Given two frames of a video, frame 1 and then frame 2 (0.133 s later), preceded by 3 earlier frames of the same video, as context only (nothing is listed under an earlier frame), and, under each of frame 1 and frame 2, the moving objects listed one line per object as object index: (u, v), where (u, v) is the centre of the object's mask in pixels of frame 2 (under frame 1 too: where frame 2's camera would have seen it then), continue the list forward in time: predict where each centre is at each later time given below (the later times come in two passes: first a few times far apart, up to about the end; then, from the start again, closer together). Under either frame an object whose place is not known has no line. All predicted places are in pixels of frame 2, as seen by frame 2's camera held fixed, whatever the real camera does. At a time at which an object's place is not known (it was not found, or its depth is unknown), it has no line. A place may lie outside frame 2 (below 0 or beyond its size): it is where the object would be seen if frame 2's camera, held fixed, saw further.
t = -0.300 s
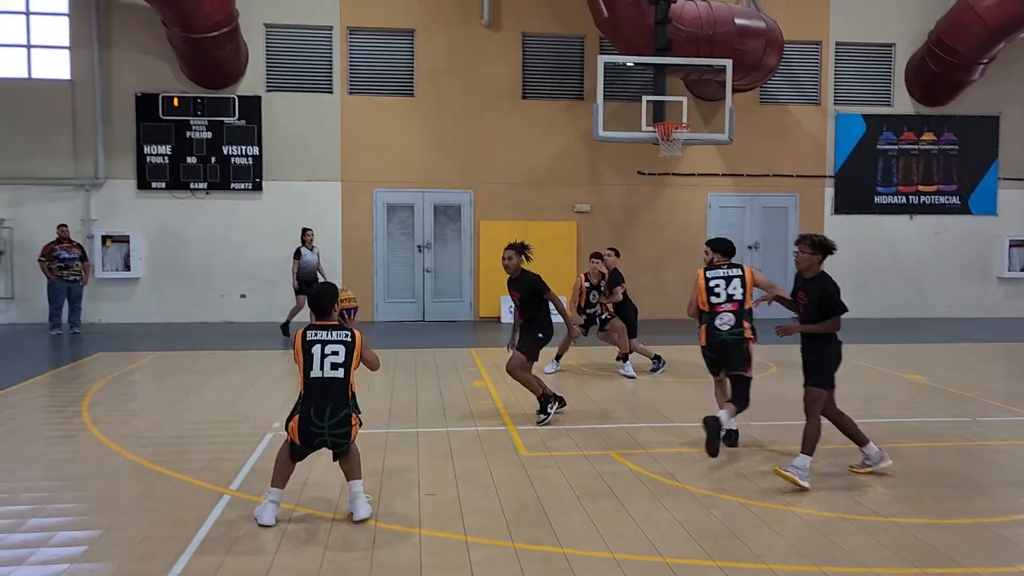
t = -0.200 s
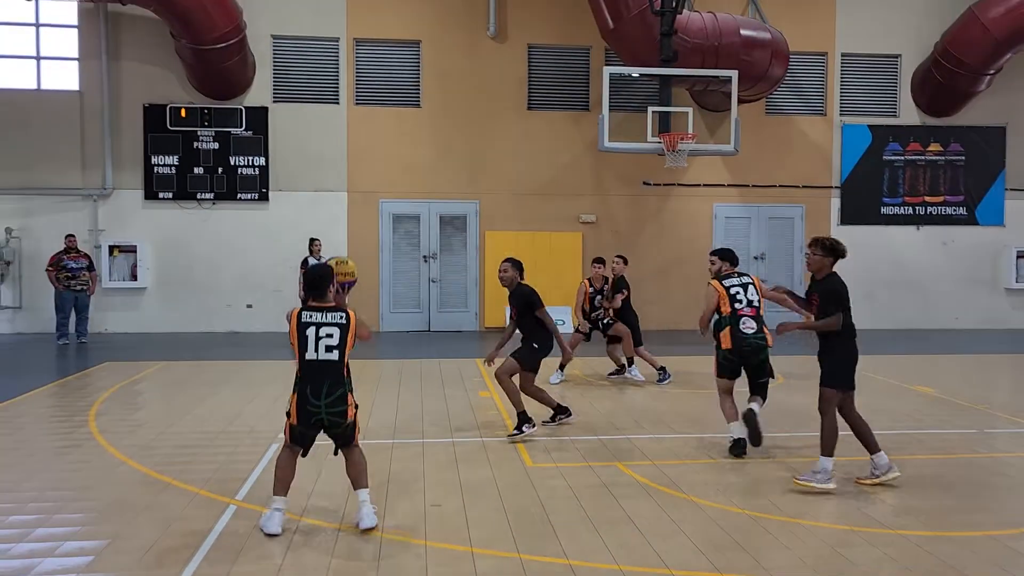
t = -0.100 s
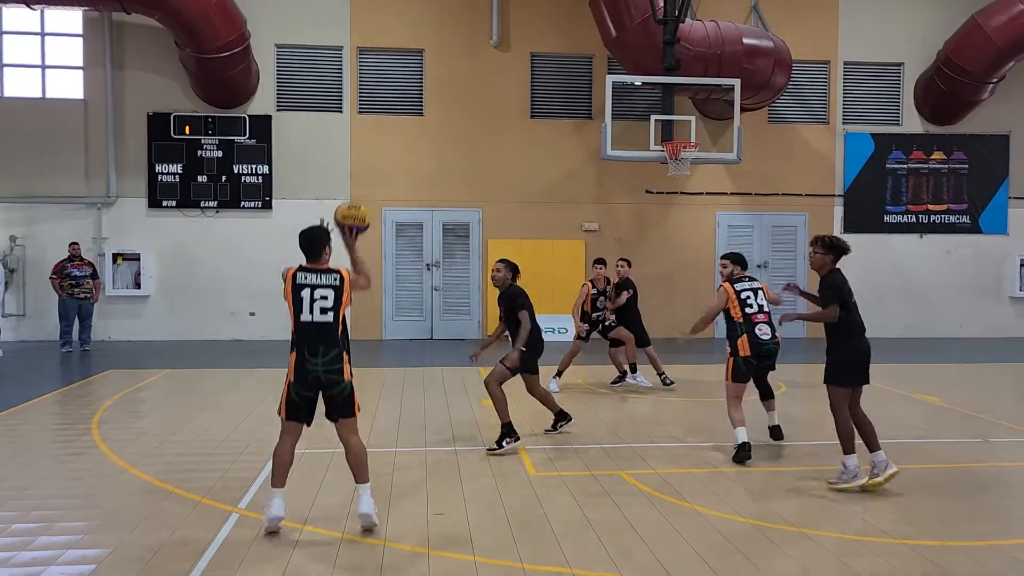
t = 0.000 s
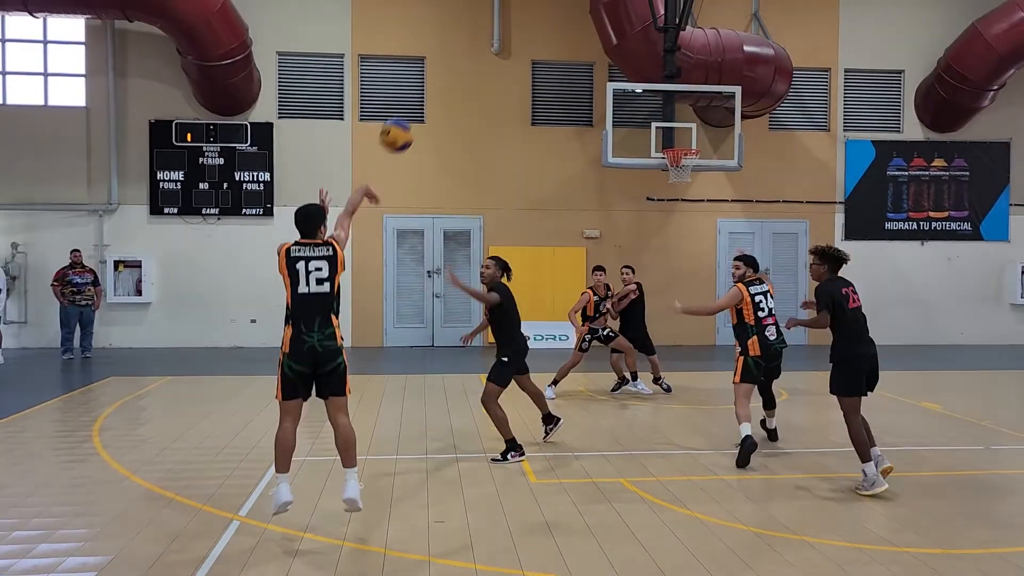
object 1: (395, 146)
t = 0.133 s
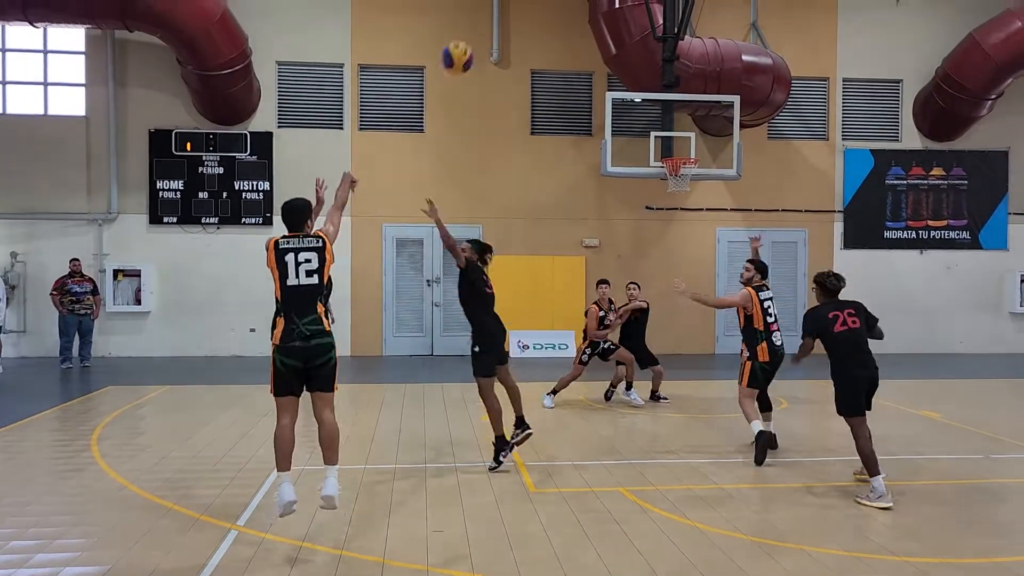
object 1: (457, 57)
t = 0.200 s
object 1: (484, 28)
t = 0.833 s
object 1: (656, 24)
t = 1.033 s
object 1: (692, 92)
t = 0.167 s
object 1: (471, 41)
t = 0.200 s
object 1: (484, 28)
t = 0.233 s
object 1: (497, 14)
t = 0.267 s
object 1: (508, 4)
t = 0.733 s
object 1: (635, 1)
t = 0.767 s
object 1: (643, 8)
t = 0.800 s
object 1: (650, 16)
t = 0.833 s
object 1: (656, 24)
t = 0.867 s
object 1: (663, 32)
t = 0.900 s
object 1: (669, 44)
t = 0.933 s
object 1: (674, 55)
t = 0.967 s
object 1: (680, 67)
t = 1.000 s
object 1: (685, 80)
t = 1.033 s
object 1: (692, 92)
